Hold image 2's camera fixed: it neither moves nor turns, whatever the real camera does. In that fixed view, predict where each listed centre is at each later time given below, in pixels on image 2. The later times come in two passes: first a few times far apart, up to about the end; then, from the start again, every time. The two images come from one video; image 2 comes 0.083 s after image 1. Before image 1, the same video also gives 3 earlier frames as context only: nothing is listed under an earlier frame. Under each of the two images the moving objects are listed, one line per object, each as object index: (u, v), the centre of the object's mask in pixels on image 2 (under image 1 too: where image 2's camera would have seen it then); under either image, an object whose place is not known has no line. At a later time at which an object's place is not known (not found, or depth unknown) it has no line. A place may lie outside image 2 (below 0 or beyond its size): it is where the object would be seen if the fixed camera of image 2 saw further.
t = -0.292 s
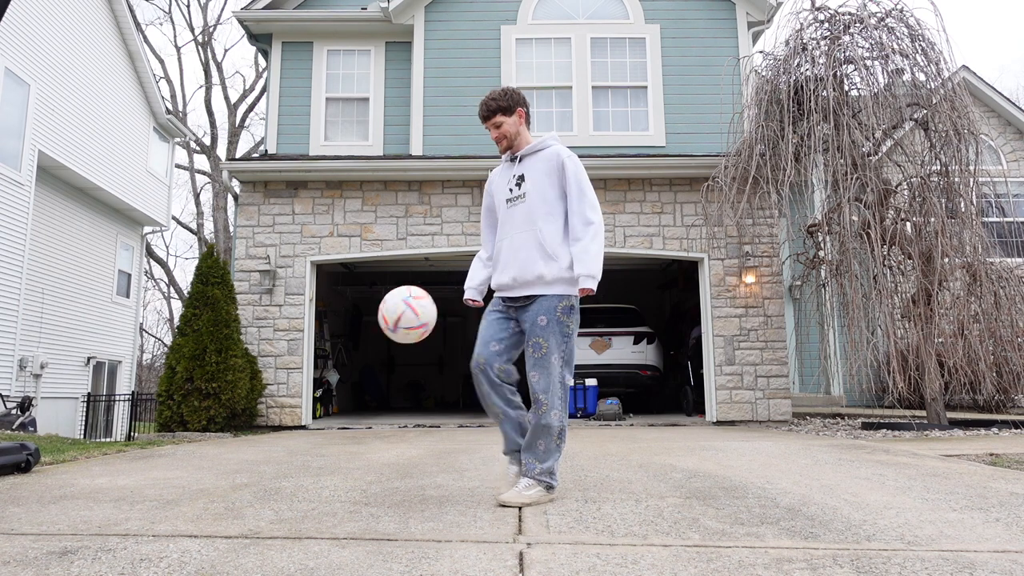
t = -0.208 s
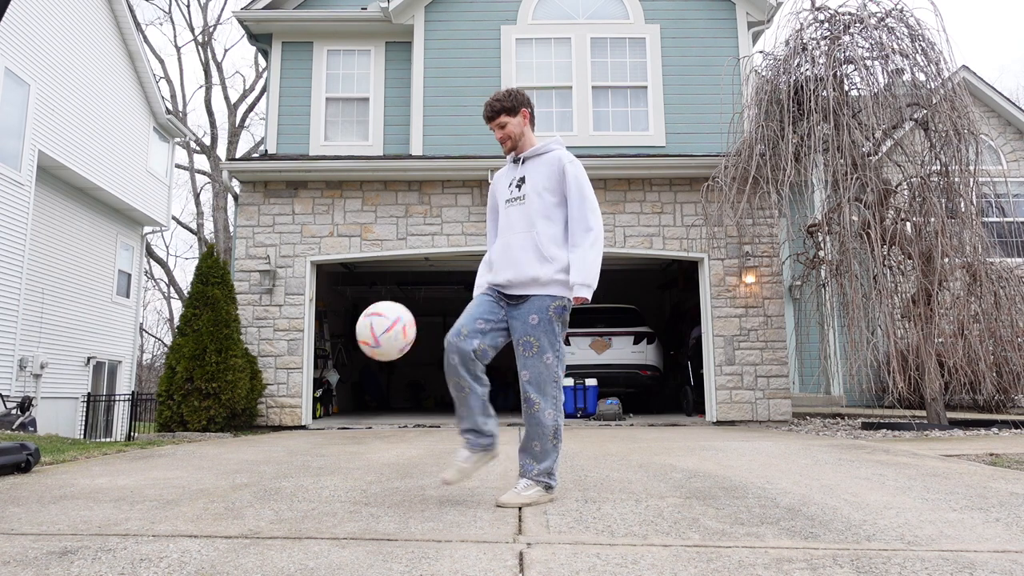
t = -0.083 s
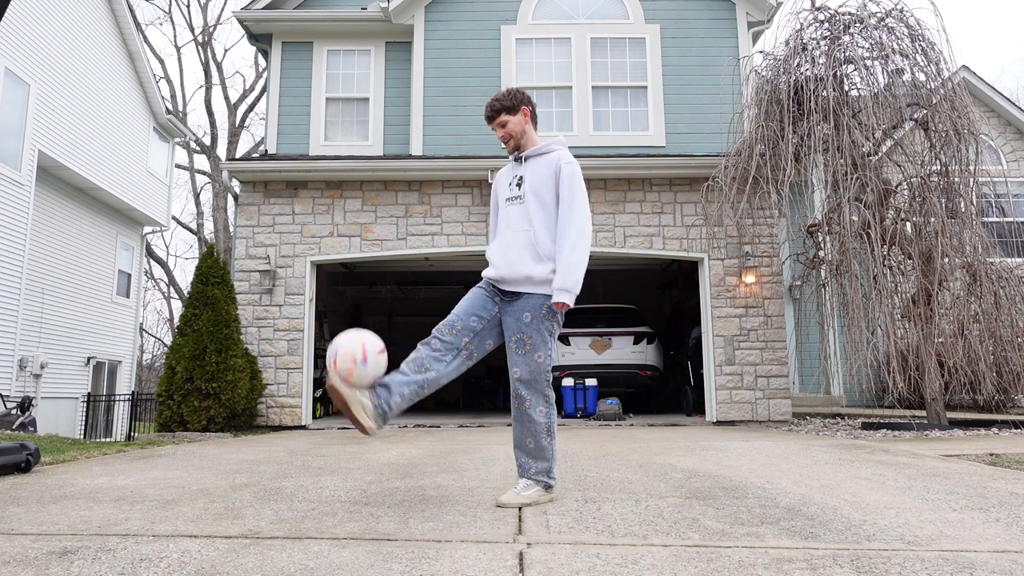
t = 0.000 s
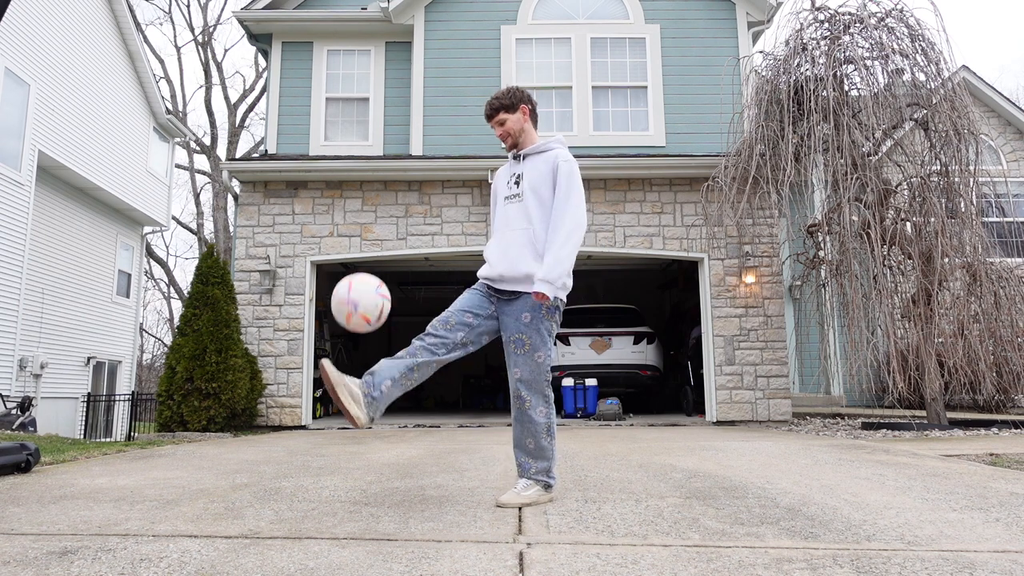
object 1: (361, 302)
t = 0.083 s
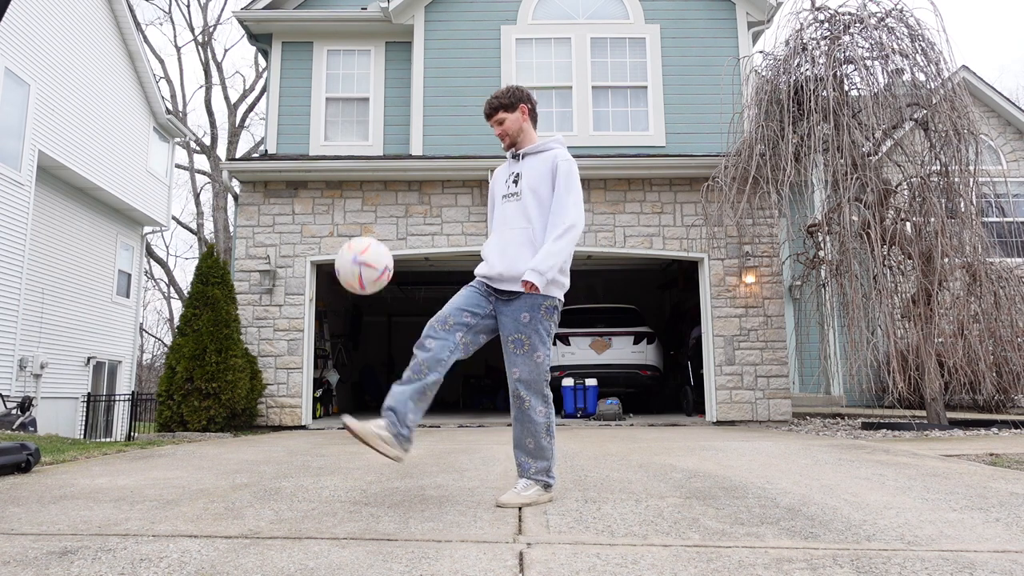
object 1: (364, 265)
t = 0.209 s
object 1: (368, 239)
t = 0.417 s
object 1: (373, 282)
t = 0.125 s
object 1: (365, 252)
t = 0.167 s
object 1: (366, 243)
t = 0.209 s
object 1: (368, 239)
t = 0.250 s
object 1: (370, 239)
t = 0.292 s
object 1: (371, 244)
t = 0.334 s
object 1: (372, 253)
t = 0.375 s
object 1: (373, 266)
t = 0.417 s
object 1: (373, 282)
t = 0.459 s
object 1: (374, 302)
